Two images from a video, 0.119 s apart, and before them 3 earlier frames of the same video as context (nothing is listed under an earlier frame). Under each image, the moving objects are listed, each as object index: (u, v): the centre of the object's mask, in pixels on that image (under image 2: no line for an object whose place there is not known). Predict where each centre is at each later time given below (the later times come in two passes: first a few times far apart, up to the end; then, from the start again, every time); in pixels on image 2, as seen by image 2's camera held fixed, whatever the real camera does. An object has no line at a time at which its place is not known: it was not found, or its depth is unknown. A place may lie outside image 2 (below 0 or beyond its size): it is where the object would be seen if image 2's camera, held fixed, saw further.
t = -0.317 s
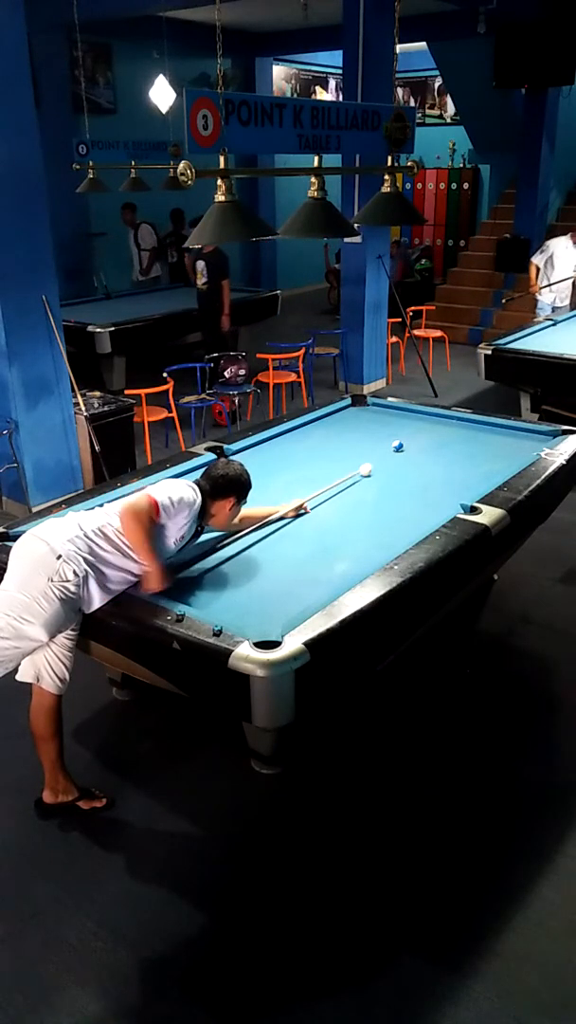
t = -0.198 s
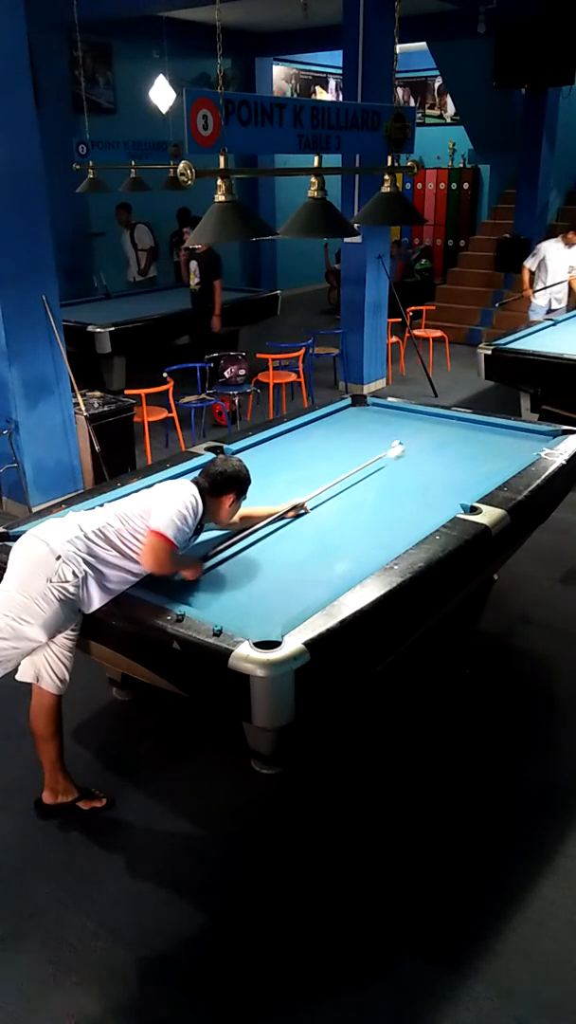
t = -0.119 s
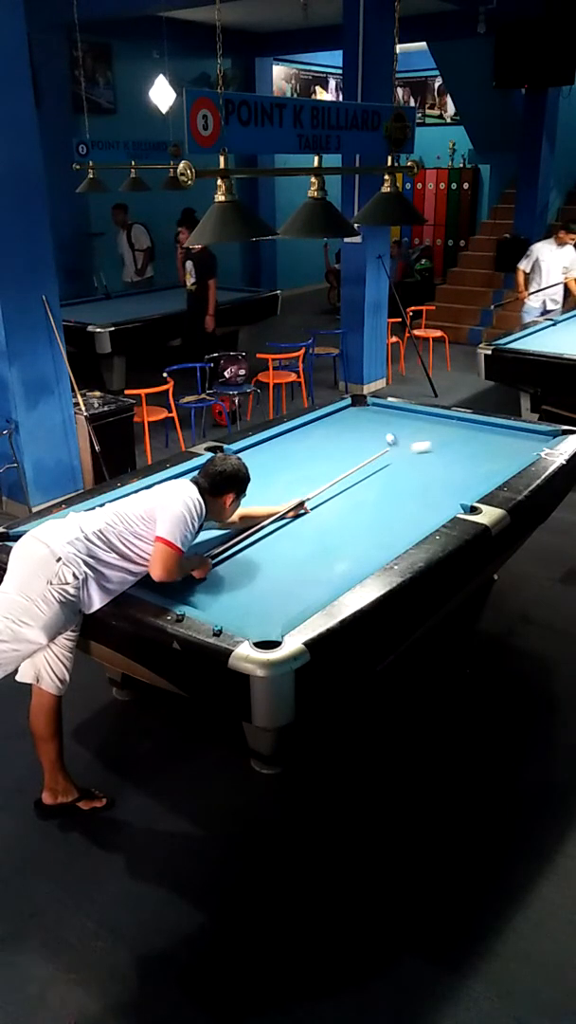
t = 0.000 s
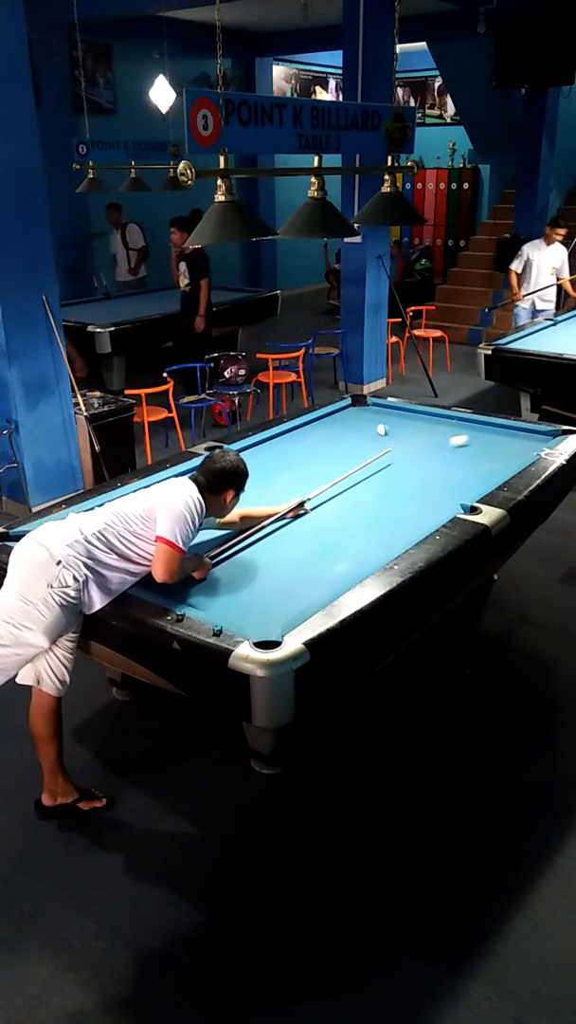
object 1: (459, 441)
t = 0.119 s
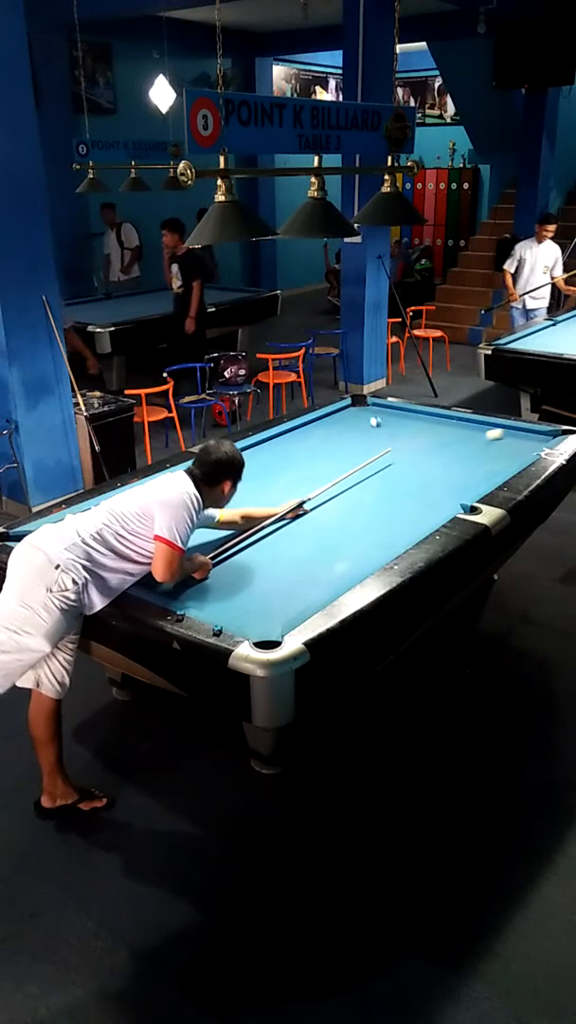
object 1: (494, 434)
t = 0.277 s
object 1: (520, 435)
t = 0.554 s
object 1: (521, 455)
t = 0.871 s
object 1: (475, 471)
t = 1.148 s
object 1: (432, 483)
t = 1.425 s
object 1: (387, 495)
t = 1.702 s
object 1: (341, 508)
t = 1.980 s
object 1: (293, 521)
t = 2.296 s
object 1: (235, 537)
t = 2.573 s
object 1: (183, 550)
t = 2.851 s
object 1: (129, 565)
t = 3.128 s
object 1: (110, 561)
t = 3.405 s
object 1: (120, 545)
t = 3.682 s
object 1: (129, 530)
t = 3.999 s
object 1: (139, 515)
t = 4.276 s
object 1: (146, 503)
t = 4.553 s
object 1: (152, 493)
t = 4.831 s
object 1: (160, 485)
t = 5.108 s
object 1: (173, 483)
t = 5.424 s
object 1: (187, 480)
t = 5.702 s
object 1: (196, 478)
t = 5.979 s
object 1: (205, 477)
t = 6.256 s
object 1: (212, 475)
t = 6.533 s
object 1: (218, 473)
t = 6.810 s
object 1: (222, 472)
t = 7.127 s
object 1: (225, 471)
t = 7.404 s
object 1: (225, 471)
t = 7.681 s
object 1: (226, 470)
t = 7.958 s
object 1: (226, 470)
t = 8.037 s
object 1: (226, 470)
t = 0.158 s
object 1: (506, 432)
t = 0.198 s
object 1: (517, 430)
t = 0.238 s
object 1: (520, 431)
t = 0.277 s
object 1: (520, 435)
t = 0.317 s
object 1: (520, 438)
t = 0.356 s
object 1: (520, 441)
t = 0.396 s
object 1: (521, 444)
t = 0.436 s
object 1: (521, 447)
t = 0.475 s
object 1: (521, 450)
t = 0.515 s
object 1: (521, 453)
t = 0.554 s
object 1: (521, 455)
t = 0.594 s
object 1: (516, 458)
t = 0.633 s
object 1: (511, 460)
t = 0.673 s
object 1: (505, 462)
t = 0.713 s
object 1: (500, 464)
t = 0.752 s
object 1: (493, 465)
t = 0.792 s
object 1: (488, 467)
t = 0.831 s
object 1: (481, 469)
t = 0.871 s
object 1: (475, 471)
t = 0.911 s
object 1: (469, 472)
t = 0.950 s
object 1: (463, 474)
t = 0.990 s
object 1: (457, 476)
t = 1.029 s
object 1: (451, 477)
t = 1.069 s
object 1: (445, 479)
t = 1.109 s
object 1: (439, 481)
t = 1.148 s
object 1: (432, 483)
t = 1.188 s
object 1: (426, 484)
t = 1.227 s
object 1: (420, 486)
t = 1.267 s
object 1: (413, 488)
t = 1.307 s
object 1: (407, 490)
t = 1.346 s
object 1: (400, 492)
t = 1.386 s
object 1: (394, 493)
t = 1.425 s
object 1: (387, 495)
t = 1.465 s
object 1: (381, 497)
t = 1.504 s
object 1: (374, 499)
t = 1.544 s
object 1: (368, 500)
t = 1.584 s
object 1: (361, 502)
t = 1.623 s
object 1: (354, 504)
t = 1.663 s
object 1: (347, 506)
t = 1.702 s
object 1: (341, 508)
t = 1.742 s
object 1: (334, 510)
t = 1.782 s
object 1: (327, 512)
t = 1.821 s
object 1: (321, 513)
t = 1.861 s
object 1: (314, 515)
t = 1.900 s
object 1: (306, 517)
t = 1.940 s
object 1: (299, 519)
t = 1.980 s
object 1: (293, 521)
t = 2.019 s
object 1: (285, 523)
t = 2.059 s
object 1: (278, 525)
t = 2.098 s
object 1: (271, 527)
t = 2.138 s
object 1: (264, 528)
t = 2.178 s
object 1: (257, 531)
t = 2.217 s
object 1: (250, 533)
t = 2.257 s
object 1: (242, 535)
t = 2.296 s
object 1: (235, 537)
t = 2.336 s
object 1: (228, 539)
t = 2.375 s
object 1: (220, 541)
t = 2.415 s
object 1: (213, 543)
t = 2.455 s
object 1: (206, 545)
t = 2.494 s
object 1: (198, 546)
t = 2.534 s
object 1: (191, 548)
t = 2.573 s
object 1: (183, 550)
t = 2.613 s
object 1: (175, 553)
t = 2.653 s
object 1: (168, 555)
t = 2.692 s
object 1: (160, 556)
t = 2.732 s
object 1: (153, 559)
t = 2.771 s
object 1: (145, 561)
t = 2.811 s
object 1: (137, 563)
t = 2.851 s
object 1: (129, 565)
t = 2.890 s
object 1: (121, 567)
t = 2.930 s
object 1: (114, 568)
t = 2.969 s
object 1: (107, 568)
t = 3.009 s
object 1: (106, 567)
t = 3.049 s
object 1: (107, 566)
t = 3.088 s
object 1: (108, 564)
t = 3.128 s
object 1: (110, 561)
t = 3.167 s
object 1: (111, 559)
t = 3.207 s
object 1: (113, 556)
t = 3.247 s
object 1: (114, 554)
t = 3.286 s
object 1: (116, 551)
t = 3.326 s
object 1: (117, 549)
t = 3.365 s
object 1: (119, 547)
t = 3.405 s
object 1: (120, 545)
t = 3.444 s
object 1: (121, 543)
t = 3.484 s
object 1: (123, 540)
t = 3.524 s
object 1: (124, 538)
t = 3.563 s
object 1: (125, 536)
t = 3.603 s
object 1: (127, 534)
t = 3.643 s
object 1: (128, 532)
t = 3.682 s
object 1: (129, 530)
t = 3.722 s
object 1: (131, 528)
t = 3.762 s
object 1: (132, 526)
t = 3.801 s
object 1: (133, 524)
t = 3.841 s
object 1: (134, 522)
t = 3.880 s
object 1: (135, 520)
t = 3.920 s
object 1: (136, 518)
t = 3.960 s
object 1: (137, 516)
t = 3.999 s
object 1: (139, 515)
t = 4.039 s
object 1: (140, 513)
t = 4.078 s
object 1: (141, 511)
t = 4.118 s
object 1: (142, 510)
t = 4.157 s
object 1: (143, 508)
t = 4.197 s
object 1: (144, 507)
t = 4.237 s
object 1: (145, 505)
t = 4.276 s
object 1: (146, 503)
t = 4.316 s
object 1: (147, 502)
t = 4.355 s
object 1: (148, 500)
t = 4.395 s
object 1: (149, 499)
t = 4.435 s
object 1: (149, 497)
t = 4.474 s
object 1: (150, 496)
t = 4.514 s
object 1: (152, 494)
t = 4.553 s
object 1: (152, 493)
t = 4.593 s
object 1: (153, 492)
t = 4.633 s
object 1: (154, 490)
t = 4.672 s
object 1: (155, 489)
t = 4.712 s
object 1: (156, 488)
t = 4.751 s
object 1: (156, 486)
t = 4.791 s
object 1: (158, 486)
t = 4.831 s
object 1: (160, 485)
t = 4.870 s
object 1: (162, 485)
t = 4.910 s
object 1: (164, 485)
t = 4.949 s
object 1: (166, 484)
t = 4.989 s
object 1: (167, 484)
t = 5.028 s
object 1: (169, 484)
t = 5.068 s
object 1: (171, 483)
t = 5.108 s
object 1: (173, 483)
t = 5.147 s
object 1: (175, 482)
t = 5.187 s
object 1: (176, 482)
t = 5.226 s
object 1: (178, 482)
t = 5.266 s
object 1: (180, 482)
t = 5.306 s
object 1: (182, 481)
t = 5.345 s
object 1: (183, 481)
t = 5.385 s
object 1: (185, 481)
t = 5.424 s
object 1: (187, 480)
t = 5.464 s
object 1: (188, 480)
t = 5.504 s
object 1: (190, 480)
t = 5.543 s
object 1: (191, 479)
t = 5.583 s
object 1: (193, 479)
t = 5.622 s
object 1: (194, 479)
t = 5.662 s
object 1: (195, 478)
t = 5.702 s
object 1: (196, 478)
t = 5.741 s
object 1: (198, 478)
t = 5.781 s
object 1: (199, 477)
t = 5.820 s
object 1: (200, 477)
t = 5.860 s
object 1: (202, 477)
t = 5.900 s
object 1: (203, 477)
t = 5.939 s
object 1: (204, 477)
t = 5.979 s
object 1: (205, 477)
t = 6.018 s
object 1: (207, 476)
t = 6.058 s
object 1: (208, 476)
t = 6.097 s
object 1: (209, 476)
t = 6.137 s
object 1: (210, 476)
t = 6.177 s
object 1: (211, 475)
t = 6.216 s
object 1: (212, 475)
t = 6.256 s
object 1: (212, 475)
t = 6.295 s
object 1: (213, 474)
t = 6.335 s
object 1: (214, 474)
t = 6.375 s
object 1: (215, 474)
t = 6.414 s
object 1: (216, 474)
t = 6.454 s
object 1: (217, 474)
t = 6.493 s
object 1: (217, 473)
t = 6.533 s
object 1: (218, 473)
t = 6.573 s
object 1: (219, 473)
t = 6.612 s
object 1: (219, 473)
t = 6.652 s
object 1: (220, 473)
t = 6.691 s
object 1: (221, 473)
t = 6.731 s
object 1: (221, 472)
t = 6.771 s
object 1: (222, 472)
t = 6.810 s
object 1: (222, 472)
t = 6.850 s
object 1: (223, 472)
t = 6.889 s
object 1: (223, 472)
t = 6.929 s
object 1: (223, 472)
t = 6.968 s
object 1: (224, 472)
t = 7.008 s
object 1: (224, 471)
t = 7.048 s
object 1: (224, 471)
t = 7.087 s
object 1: (224, 471)
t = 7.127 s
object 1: (225, 471)
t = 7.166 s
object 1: (225, 471)
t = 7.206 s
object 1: (225, 471)
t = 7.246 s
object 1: (225, 471)
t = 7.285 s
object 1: (225, 471)
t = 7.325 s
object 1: (225, 471)
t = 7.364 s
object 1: (225, 471)
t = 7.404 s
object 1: (225, 471)
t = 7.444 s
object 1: (225, 471)
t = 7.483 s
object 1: (225, 471)
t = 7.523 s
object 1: (225, 470)
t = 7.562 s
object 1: (226, 470)
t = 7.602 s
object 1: (226, 470)
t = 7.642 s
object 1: (226, 470)
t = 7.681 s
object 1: (226, 470)
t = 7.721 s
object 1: (226, 470)
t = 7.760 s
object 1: (226, 470)
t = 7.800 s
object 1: (226, 470)
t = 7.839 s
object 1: (226, 470)
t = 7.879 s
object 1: (226, 470)
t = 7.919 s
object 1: (226, 470)
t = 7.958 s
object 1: (226, 470)
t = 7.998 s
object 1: (226, 470)
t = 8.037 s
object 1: (226, 470)
